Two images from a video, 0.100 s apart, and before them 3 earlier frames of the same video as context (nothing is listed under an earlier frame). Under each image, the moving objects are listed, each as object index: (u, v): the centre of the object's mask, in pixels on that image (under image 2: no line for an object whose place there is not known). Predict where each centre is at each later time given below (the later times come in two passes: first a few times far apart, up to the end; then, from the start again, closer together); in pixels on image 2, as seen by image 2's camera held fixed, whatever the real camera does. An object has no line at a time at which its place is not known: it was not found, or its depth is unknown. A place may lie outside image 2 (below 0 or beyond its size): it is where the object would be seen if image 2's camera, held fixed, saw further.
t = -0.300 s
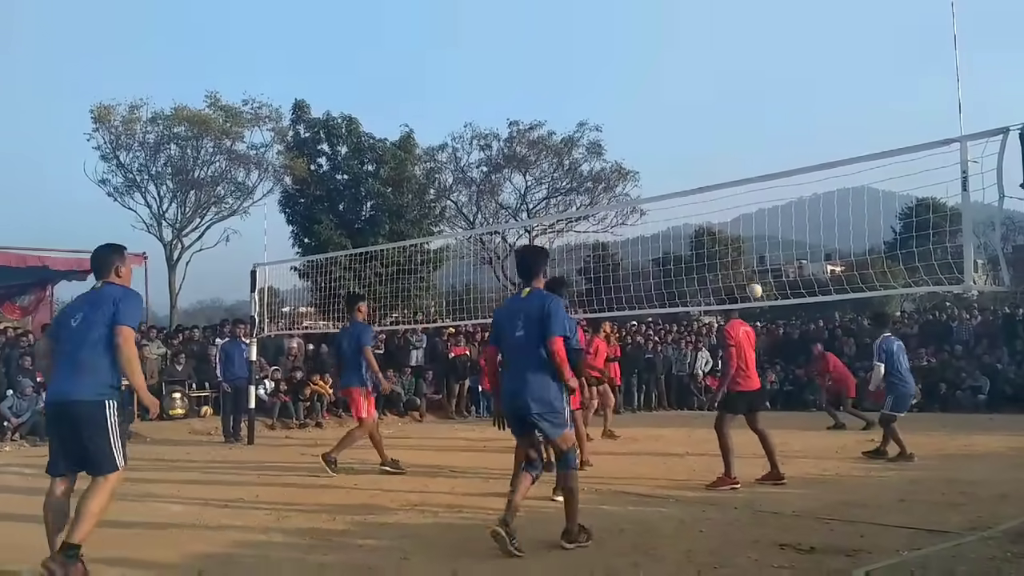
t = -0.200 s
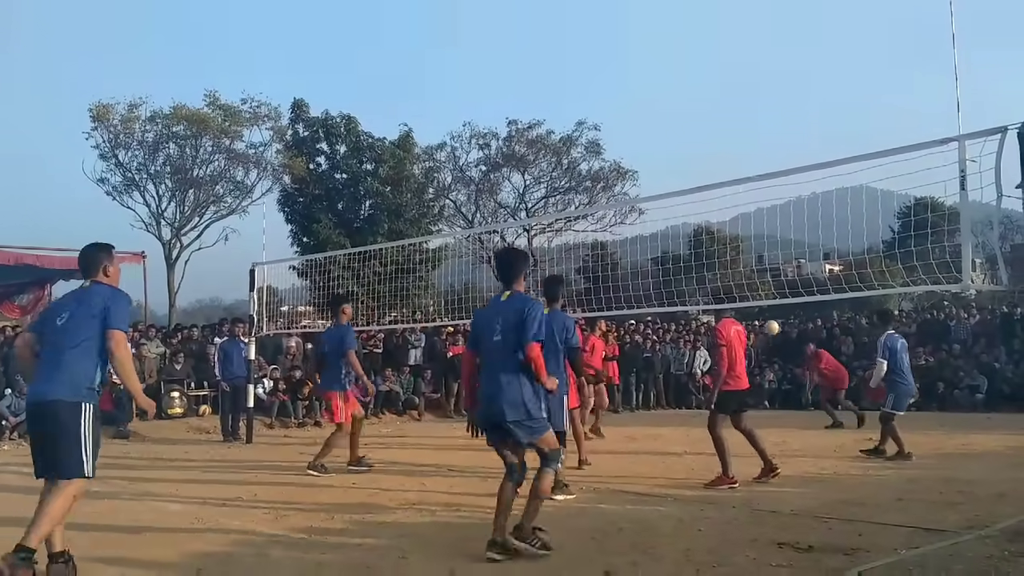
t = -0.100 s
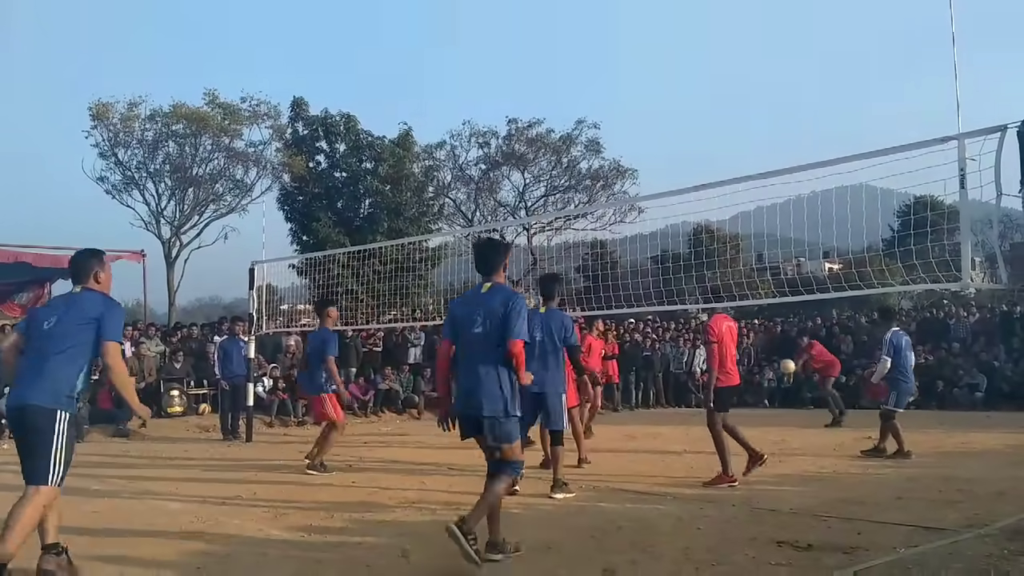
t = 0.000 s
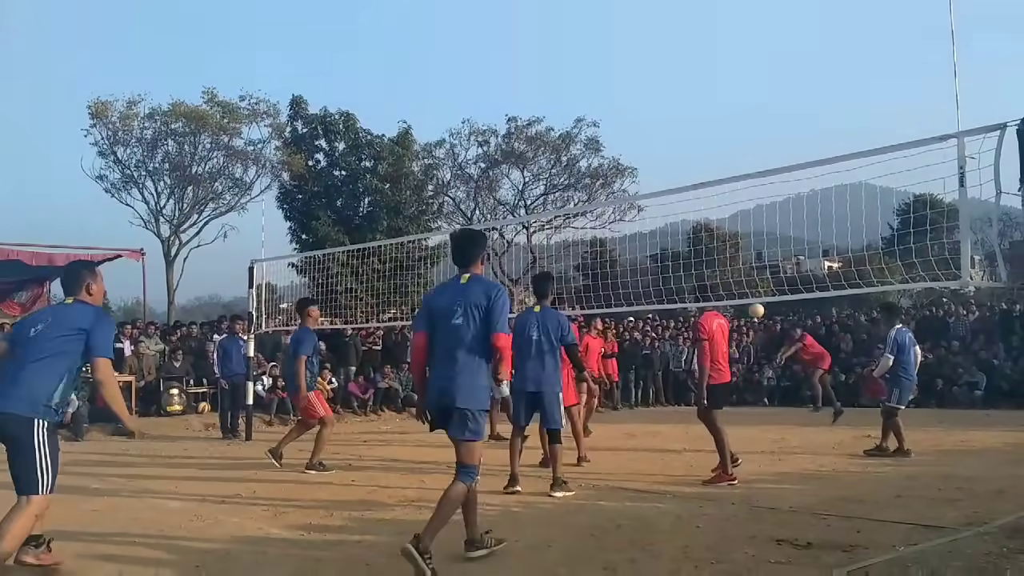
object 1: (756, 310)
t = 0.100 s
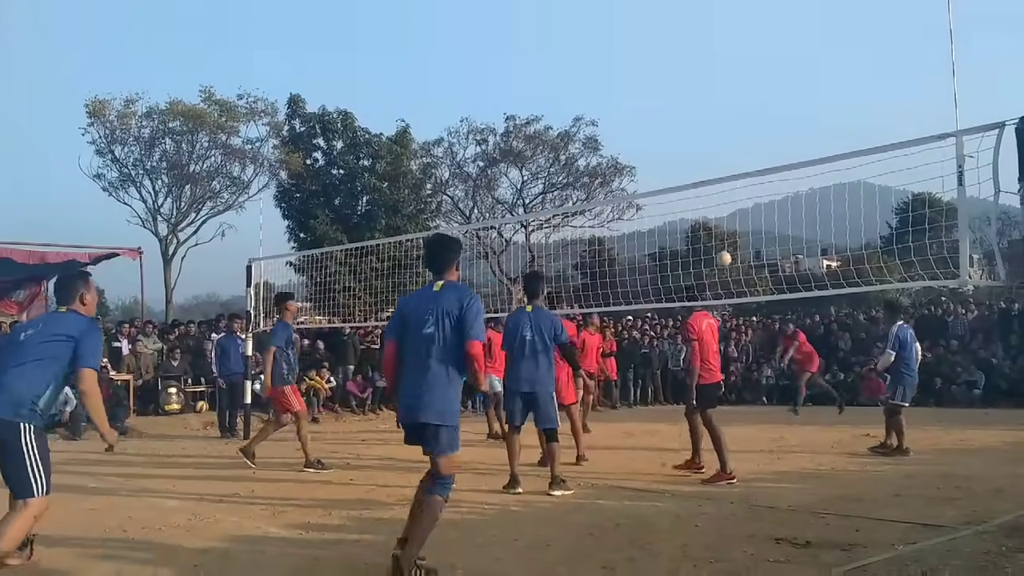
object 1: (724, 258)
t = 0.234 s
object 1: (679, 199)
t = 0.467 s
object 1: (595, 111)
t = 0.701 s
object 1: (499, 55)
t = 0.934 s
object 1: (387, 36)
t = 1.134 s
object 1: (270, 63)
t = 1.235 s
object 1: (203, 94)
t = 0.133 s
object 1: (712, 243)
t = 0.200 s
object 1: (690, 212)
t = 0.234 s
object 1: (679, 199)
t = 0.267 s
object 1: (667, 183)
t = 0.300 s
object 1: (656, 171)
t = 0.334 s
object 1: (644, 158)
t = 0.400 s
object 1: (620, 133)
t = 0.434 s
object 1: (607, 122)
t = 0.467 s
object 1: (595, 111)
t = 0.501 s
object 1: (582, 101)
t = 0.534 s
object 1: (569, 92)
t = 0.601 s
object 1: (542, 75)
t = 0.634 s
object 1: (528, 68)
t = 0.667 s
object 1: (514, 61)
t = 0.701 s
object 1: (499, 55)
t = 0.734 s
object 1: (483, 50)
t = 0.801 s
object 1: (454, 41)
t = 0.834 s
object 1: (437, 39)
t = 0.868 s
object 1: (421, 37)
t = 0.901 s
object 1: (404, 37)
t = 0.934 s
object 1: (387, 36)
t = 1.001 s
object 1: (350, 40)
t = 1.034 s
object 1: (332, 44)
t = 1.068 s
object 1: (312, 50)
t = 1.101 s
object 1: (291, 56)
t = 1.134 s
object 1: (270, 63)
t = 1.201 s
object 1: (224, 82)
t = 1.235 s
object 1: (203, 94)
